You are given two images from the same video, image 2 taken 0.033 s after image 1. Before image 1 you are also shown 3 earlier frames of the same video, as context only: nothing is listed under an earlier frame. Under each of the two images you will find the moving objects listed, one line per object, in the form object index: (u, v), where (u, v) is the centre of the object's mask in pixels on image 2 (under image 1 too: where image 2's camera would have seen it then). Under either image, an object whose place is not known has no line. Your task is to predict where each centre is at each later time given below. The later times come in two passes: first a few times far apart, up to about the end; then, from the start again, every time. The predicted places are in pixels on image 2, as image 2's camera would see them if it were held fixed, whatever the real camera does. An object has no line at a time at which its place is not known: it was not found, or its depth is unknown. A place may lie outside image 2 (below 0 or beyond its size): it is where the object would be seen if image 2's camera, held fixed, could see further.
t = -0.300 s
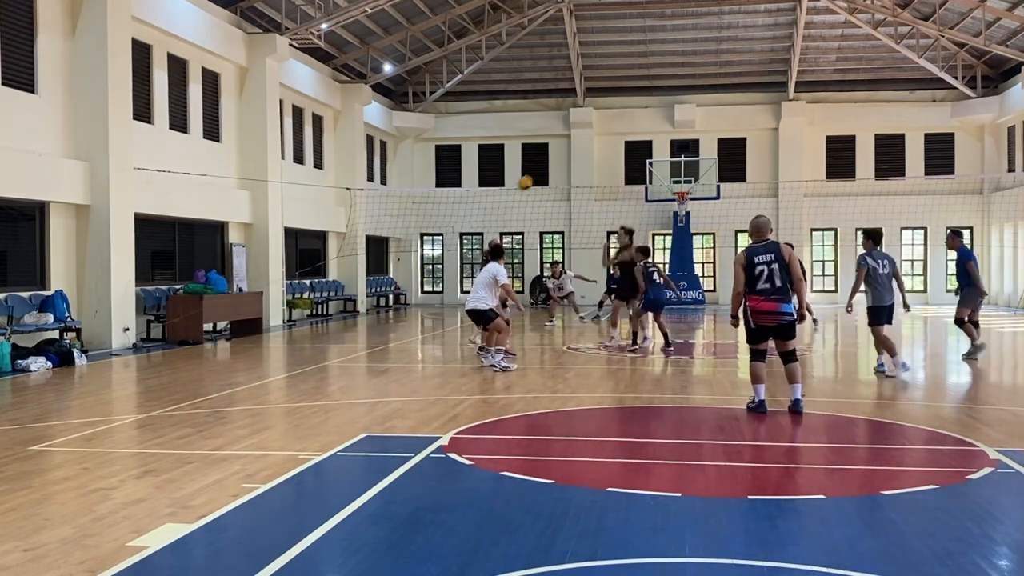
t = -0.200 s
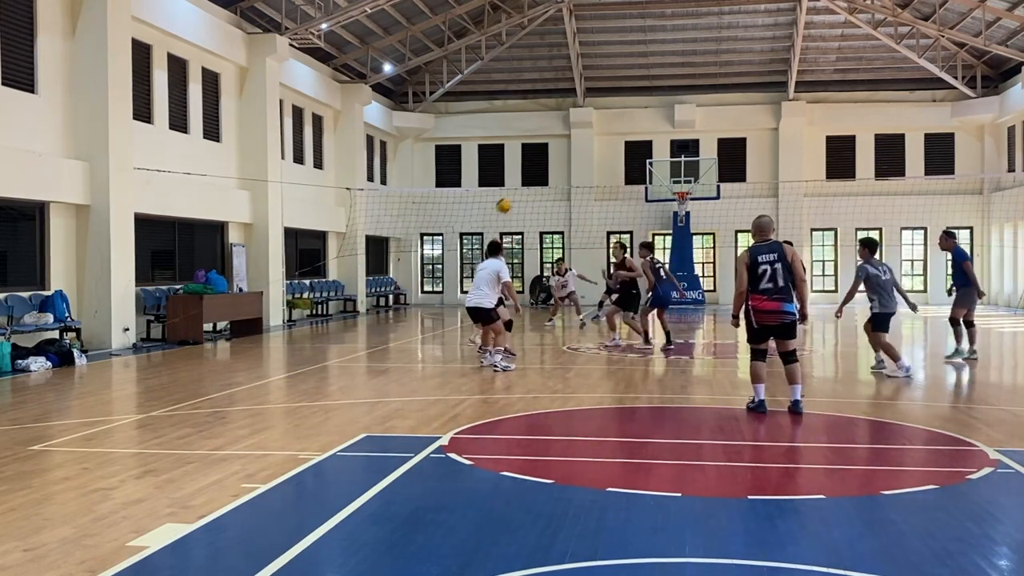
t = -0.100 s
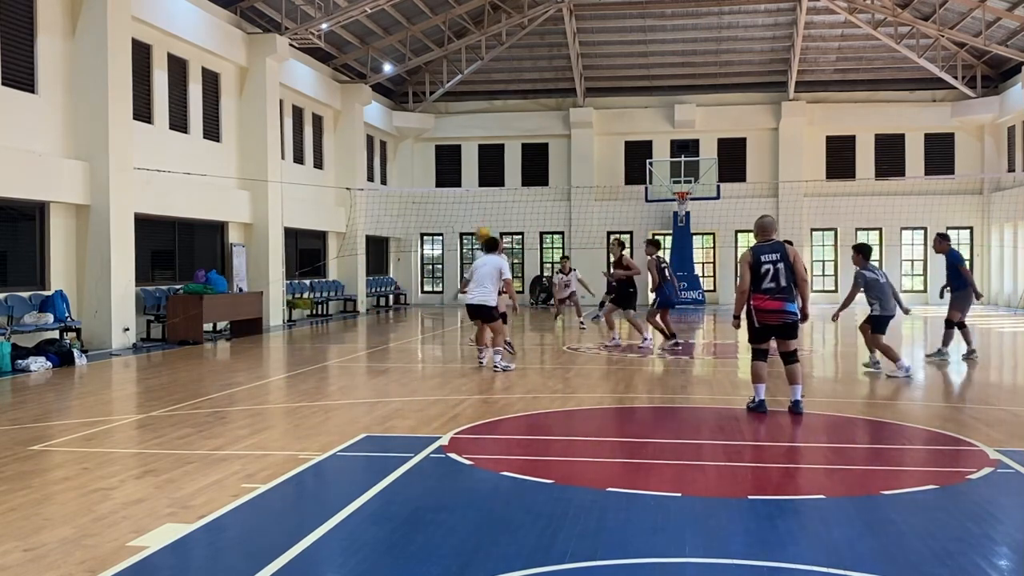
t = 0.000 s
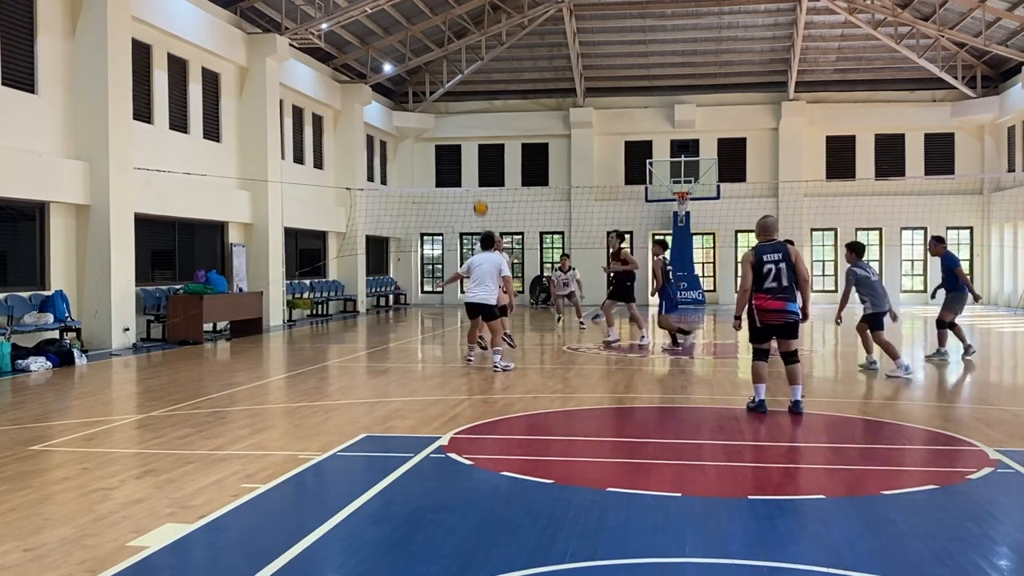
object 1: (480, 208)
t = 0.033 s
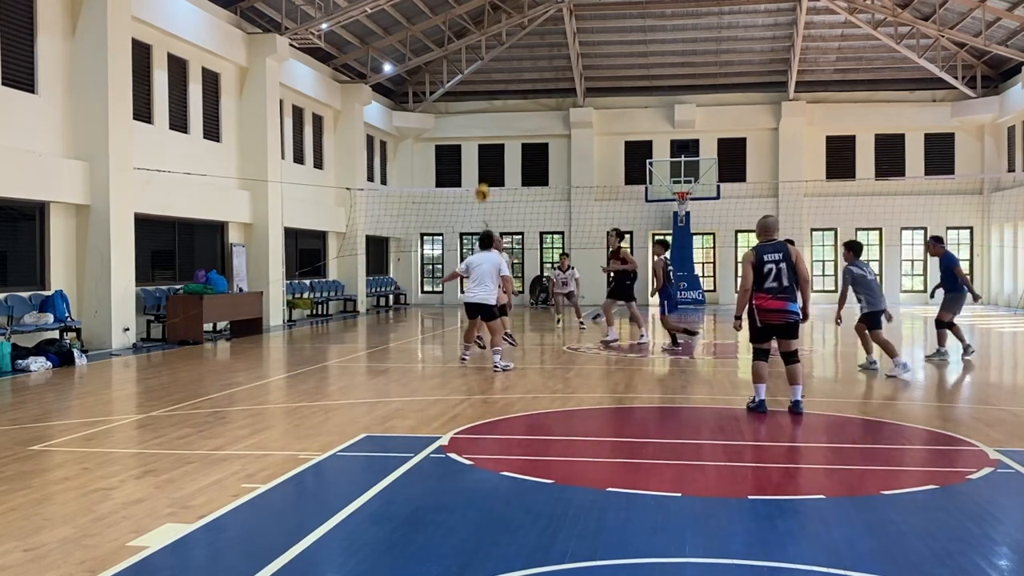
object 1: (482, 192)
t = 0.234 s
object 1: (493, 121)
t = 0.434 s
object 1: (503, 75)
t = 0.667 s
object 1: (514, 61)
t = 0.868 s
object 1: (525, 81)
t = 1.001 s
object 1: (533, 112)
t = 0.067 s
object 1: (484, 178)
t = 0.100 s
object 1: (486, 166)
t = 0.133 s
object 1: (487, 153)
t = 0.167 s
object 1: (489, 143)
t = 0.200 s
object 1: (491, 131)
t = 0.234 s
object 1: (493, 121)
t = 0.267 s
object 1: (494, 111)
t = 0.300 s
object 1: (496, 103)
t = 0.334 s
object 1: (497, 95)
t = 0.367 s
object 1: (499, 88)
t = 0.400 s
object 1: (500, 81)
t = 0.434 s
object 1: (503, 75)
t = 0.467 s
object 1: (504, 71)
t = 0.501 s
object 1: (506, 68)
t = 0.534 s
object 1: (507, 65)
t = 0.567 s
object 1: (509, 62)
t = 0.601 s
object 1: (511, 61)
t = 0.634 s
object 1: (513, 61)
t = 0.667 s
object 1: (514, 61)
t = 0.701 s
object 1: (516, 62)
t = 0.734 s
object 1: (518, 65)
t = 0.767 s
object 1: (520, 67)
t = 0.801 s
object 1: (522, 71)
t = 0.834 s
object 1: (523, 76)
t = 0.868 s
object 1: (525, 81)
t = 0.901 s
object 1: (527, 88)
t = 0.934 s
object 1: (529, 95)
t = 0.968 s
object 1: (531, 104)
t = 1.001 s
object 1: (533, 112)
